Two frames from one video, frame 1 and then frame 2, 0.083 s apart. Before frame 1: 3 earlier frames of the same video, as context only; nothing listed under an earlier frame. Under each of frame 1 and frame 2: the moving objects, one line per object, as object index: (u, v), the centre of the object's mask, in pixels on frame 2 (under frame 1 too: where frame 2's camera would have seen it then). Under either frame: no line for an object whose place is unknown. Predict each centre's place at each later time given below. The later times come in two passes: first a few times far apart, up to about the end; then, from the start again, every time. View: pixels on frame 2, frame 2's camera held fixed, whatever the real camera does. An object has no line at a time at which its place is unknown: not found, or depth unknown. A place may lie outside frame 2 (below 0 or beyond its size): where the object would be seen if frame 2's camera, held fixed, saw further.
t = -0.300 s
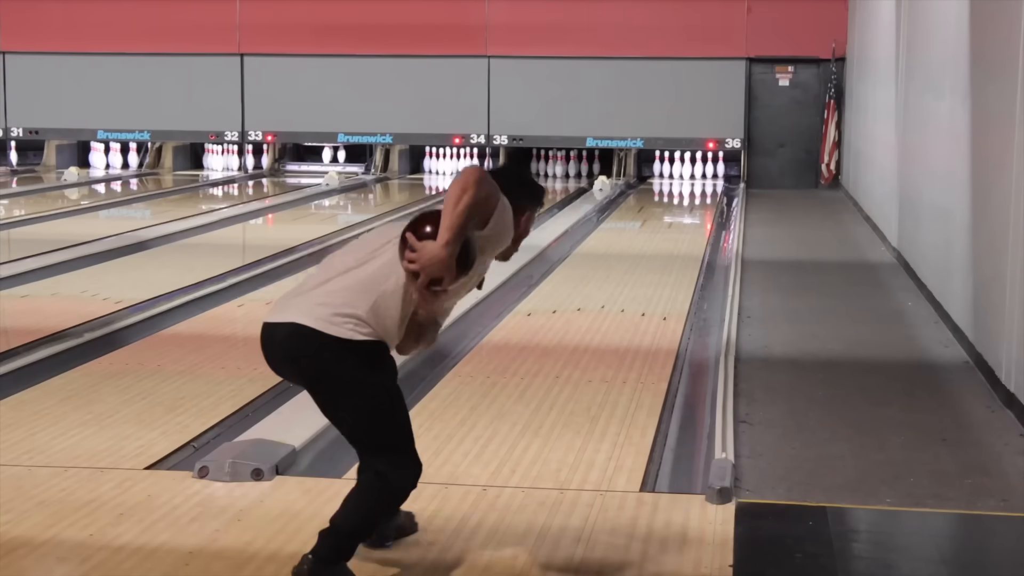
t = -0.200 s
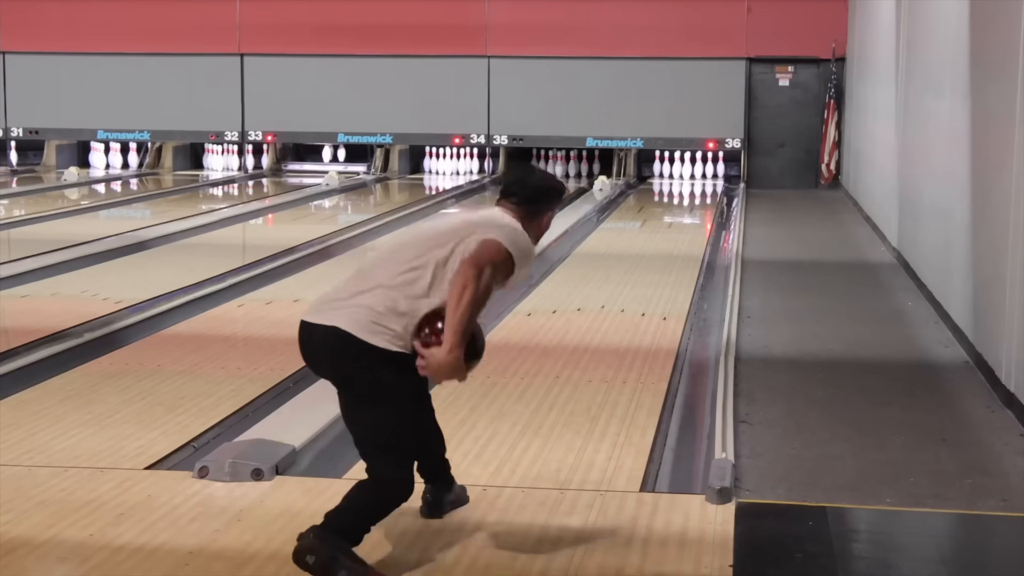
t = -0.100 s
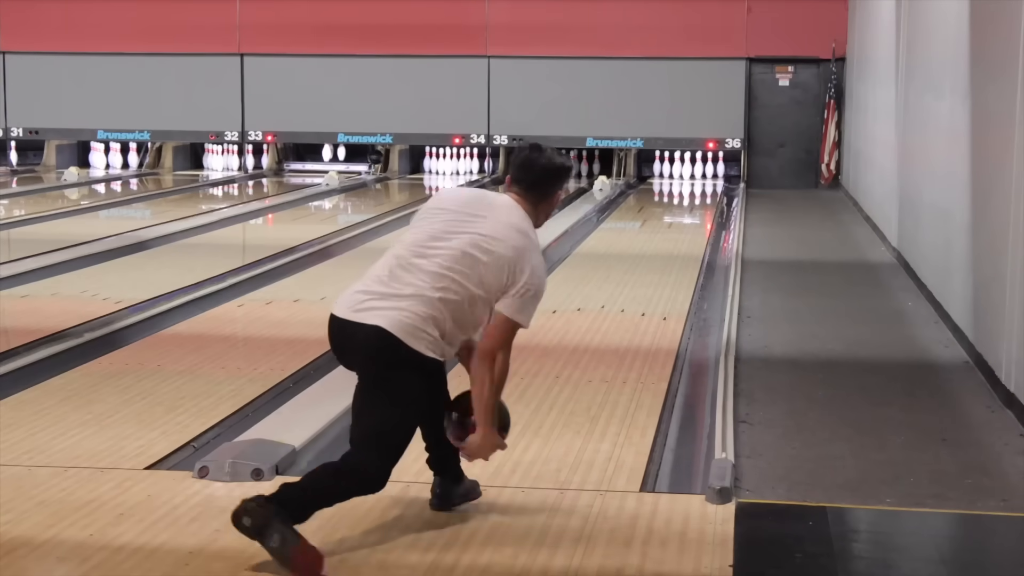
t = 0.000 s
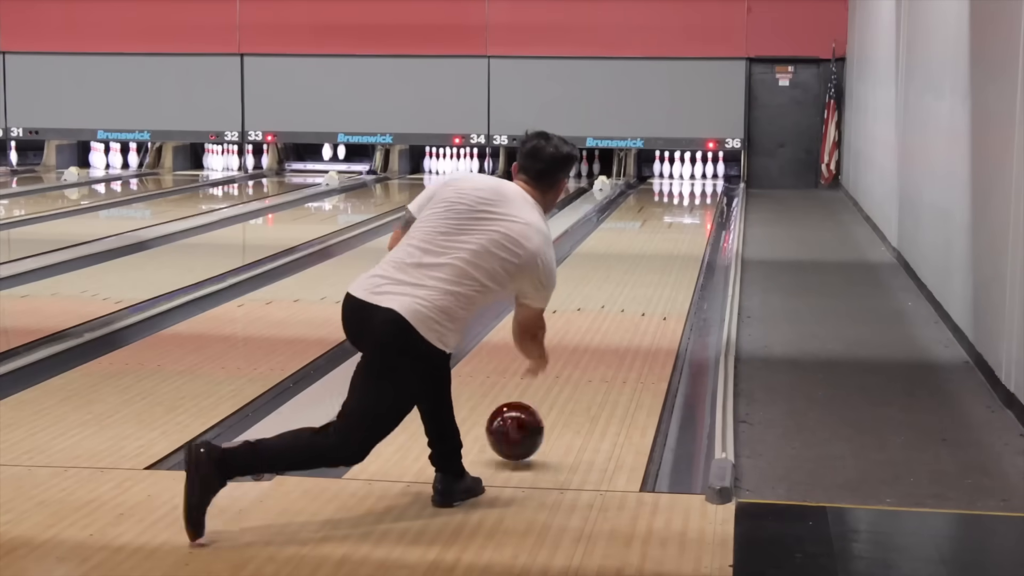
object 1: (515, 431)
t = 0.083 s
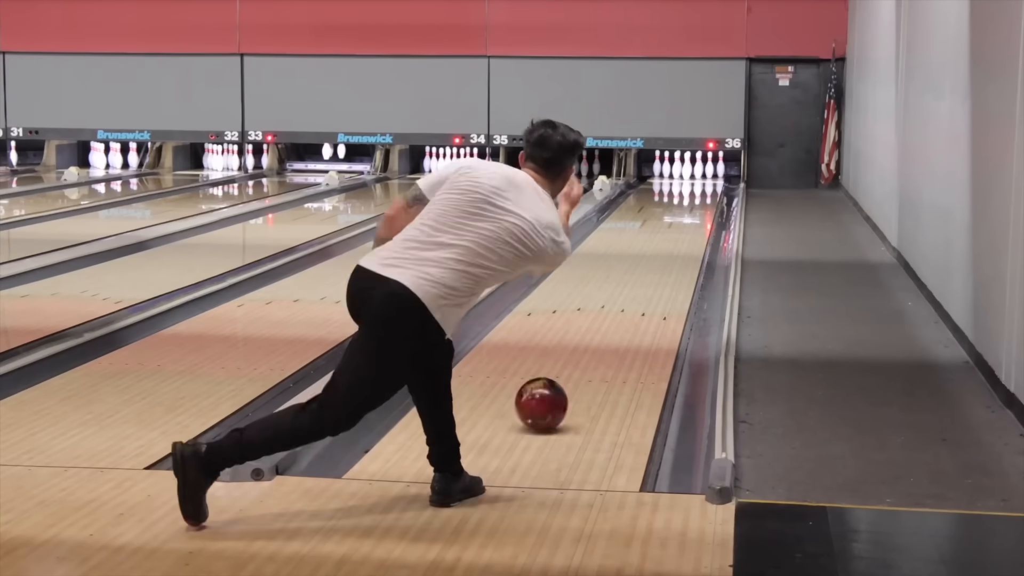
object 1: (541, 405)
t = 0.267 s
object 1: (585, 351)
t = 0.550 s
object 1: (629, 296)
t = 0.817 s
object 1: (656, 262)
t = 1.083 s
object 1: (673, 237)
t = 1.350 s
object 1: (685, 217)
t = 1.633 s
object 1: (692, 202)
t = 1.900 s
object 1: (697, 190)
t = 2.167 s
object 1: (697, 181)
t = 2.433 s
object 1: (695, 174)
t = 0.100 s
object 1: (546, 400)
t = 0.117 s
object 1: (551, 395)
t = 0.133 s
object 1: (555, 389)
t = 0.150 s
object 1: (560, 384)
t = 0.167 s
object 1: (564, 379)
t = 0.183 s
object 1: (568, 374)
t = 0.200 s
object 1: (571, 369)
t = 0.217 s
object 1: (575, 365)
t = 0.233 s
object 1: (579, 360)
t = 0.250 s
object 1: (582, 356)
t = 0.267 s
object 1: (585, 351)
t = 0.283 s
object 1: (589, 347)
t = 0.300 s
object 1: (592, 343)
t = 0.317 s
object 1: (595, 339)
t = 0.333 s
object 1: (598, 336)
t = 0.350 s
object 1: (601, 332)
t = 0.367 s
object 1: (604, 328)
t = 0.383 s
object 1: (606, 325)
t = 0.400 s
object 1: (609, 322)
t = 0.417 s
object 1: (611, 318)
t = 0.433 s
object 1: (614, 316)
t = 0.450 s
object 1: (616, 313)
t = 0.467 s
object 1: (619, 310)
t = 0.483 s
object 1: (621, 307)
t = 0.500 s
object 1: (623, 304)
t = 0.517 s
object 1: (625, 301)
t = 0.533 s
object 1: (627, 299)
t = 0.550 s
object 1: (629, 296)
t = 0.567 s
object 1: (631, 294)
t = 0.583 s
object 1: (633, 291)
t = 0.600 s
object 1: (635, 289)
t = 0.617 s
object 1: (637, 287)
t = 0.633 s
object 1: (639, 284)
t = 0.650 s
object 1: (640, 282)
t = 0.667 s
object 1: (642, 280)
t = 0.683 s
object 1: (644, 278)
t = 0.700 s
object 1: (645, 276)
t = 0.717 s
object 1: (647, 274)
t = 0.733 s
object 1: (648, 272)
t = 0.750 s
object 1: (650, 270)
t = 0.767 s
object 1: (651, 268)
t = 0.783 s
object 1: (653, 266)
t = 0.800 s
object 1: (654, 264)
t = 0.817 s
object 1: (656, 262)
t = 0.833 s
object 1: (657, 260)
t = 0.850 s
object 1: (658, 259)
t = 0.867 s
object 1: (659, 257)
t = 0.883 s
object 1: (661, 255)
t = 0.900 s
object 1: (662, 253)
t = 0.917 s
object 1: (663, 252)
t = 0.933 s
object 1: (664, 250)
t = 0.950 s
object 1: (665, 249)
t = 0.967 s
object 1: (666, 247)
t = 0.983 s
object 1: (667, 245)
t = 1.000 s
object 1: (668, 244)
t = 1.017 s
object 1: (670, 242)
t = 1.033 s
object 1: (670, 241)
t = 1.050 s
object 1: (671, 240)
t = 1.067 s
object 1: (672, 238)
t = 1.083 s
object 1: (673, 237)
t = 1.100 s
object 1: (674, 235)
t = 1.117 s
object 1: (675, 234)
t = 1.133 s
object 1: (676, 233)
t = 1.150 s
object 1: (677, 232)
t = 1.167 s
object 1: (677, 230)
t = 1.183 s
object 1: (678, 229)
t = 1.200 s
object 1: (679, 228)
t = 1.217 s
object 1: (680, 227)
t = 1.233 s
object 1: (680, 225)
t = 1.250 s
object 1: (681, 224)
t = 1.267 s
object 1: (682, 223)
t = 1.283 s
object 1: (682, 222)
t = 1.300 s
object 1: (683, 221)
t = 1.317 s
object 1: (684, 220)
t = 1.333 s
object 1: (684, 219)
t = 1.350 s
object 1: (685, 217)
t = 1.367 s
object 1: (685, 217)
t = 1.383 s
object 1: (686, 216)
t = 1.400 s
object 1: (686, 214)
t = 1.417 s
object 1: (687, 213)
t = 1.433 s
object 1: (687, 212)
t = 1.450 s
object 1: (688, 211)
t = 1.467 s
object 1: (688, 211)
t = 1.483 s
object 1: (689, 210)
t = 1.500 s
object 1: (689, 209)
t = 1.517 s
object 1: (689, 208)
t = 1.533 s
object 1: (690, 207)
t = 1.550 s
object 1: (691, 206)
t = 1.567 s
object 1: (691, 205)
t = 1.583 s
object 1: (691, 205)
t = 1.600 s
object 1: (692, 204)
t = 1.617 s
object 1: (692, 203)
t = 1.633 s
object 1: (692, 202)
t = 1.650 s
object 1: (693, 201)
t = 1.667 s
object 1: (693, 201)
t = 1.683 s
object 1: (693, 200)
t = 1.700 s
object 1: (694, 199)
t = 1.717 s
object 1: (694, 198)
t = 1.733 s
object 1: (694, 197)
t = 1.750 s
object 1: (695, 196)
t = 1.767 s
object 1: (695, 196)
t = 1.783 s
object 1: (695, 195)
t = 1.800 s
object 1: (695, 195)
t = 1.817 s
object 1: (696, 194)
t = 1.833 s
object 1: (696, 193)
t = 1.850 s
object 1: (696, 192)
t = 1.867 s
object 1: (696, 192)
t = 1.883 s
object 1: (697, 191)
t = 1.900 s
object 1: (697, 190)
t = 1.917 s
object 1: (697, 190)
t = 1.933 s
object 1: (697, 189)
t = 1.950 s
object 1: (696, 188)
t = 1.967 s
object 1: (697, 188)
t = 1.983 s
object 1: (697, 187)
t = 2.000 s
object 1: (697, 187)
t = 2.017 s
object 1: (697, 186)
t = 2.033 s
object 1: (697, 185)
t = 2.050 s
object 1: (697, 185)
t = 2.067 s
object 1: (697, 184)
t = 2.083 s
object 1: (697, 184)
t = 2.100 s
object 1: (697, 183)
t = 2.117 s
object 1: (697, 183)
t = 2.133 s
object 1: (697, 182)
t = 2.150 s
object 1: (697, 182)
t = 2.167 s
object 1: (697, 181)
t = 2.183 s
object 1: (697, 181)
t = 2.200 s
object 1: (697, 180)
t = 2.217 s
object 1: (697, 180)
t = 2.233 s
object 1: (697, 180)
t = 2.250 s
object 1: (697, 179)
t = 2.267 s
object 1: (697, 179)
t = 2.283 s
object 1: (697, 178)
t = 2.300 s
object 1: (696, 178)
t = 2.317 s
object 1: (696, 177)
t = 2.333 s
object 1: (696, 176)
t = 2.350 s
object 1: (696, 176)
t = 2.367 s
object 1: (696, 175)
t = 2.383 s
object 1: (696, 175)
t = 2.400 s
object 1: (696, 174)
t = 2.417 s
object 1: (695, 174)
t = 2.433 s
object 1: (695, 174)
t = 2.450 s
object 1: (695, 173)
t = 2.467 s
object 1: (694, 173)
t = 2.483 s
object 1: (695, 173)
